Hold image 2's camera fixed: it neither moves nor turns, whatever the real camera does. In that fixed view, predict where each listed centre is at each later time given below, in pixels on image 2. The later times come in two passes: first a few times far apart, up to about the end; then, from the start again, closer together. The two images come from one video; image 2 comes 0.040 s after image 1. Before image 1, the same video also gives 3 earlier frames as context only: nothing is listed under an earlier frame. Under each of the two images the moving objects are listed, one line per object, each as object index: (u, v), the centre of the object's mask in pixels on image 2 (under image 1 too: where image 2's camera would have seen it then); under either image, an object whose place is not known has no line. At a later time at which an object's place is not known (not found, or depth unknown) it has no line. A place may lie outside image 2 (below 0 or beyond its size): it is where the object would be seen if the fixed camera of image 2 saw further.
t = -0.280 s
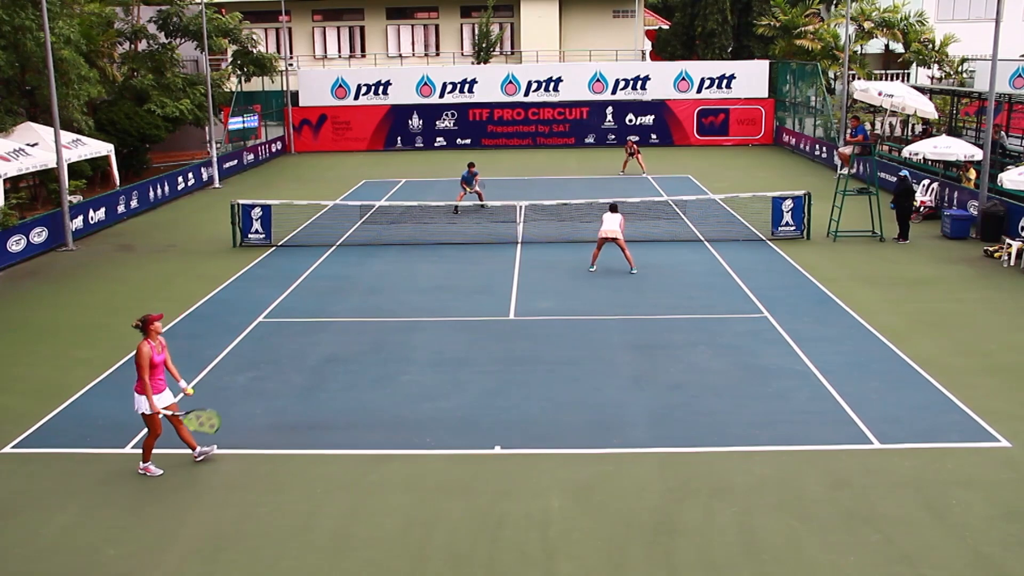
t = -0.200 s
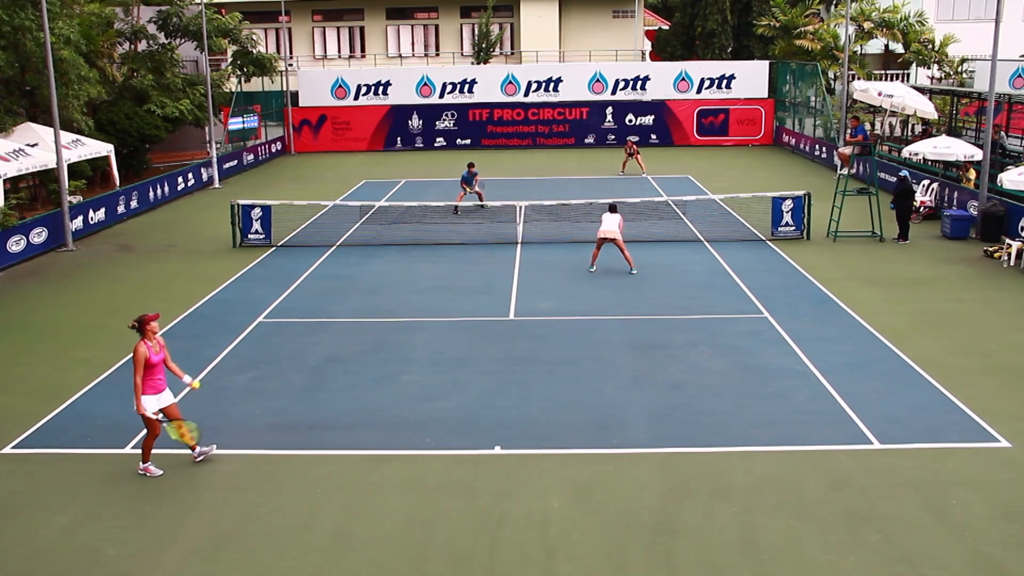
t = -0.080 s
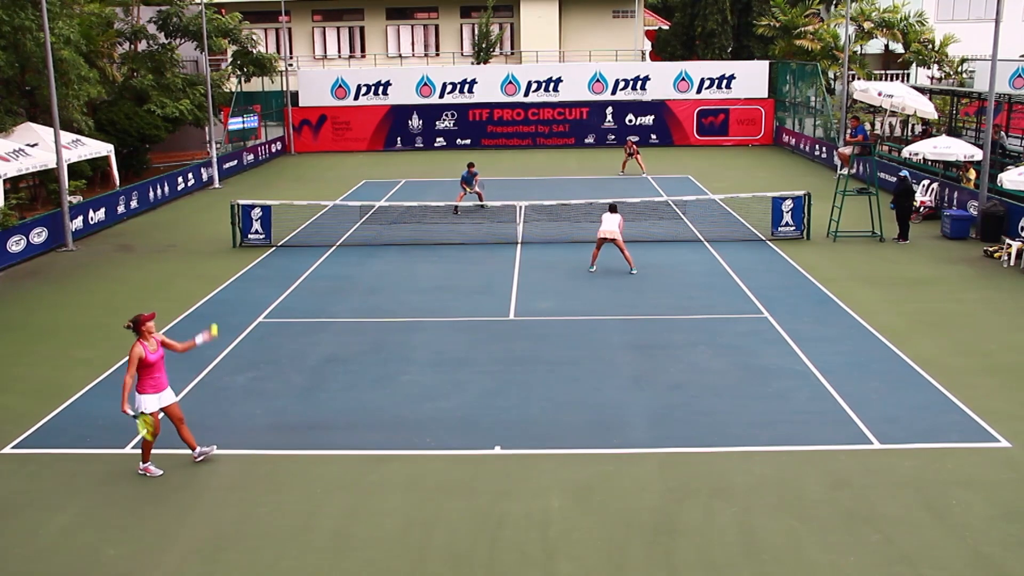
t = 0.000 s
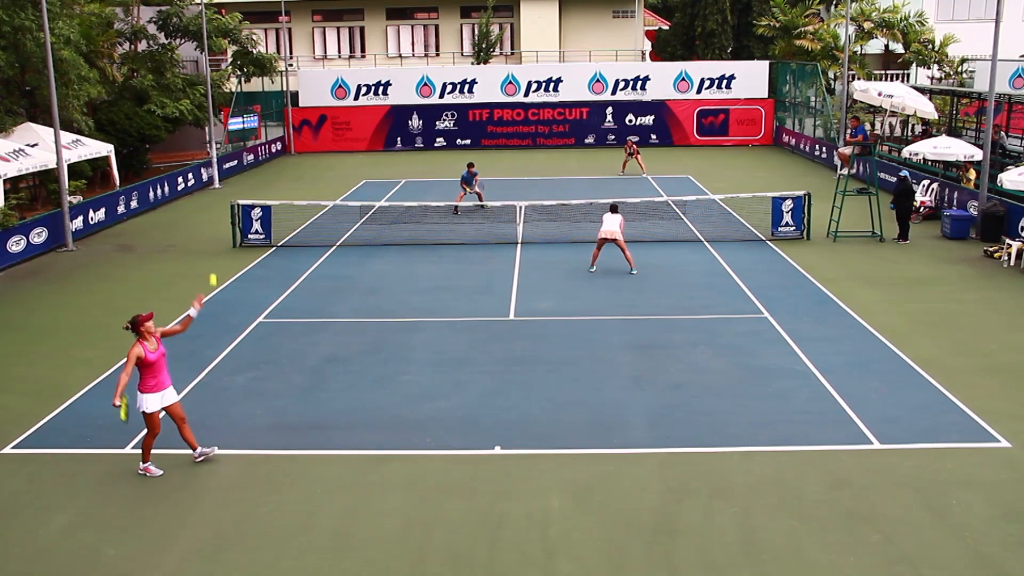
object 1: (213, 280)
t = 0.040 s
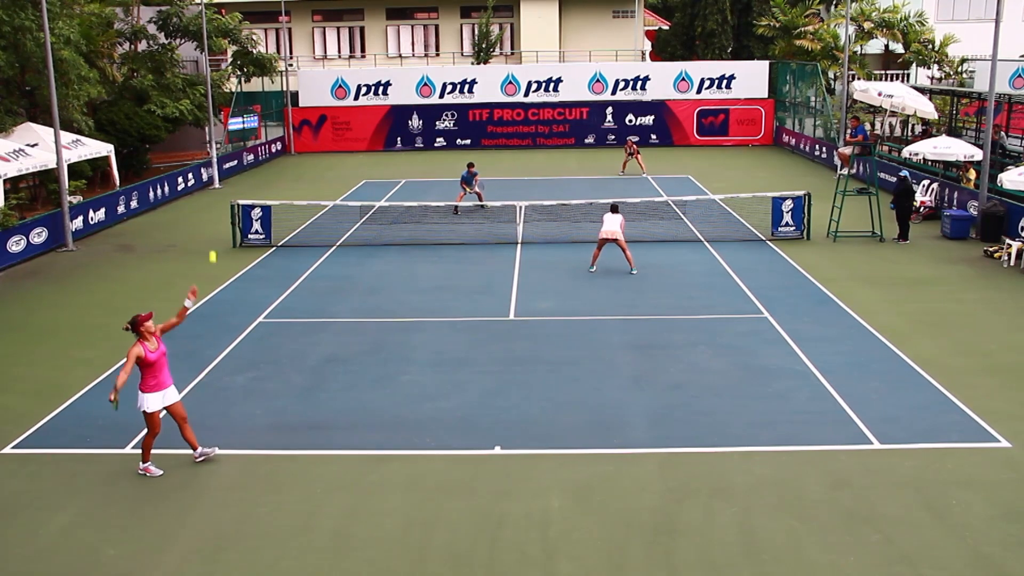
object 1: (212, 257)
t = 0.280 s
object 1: (212, 148)
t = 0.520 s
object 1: (218, 94)
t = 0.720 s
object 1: (226, 92)
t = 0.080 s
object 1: (212, 235)
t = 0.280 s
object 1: (212, 148)
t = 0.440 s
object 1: (216, 106)
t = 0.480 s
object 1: (217, 99)
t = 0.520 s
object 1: (218, 94)
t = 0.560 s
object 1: (219, 90)
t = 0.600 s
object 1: (221, 89)
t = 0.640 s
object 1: (222, 89)
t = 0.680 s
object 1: (224, 89)
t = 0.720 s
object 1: (226, 92)
